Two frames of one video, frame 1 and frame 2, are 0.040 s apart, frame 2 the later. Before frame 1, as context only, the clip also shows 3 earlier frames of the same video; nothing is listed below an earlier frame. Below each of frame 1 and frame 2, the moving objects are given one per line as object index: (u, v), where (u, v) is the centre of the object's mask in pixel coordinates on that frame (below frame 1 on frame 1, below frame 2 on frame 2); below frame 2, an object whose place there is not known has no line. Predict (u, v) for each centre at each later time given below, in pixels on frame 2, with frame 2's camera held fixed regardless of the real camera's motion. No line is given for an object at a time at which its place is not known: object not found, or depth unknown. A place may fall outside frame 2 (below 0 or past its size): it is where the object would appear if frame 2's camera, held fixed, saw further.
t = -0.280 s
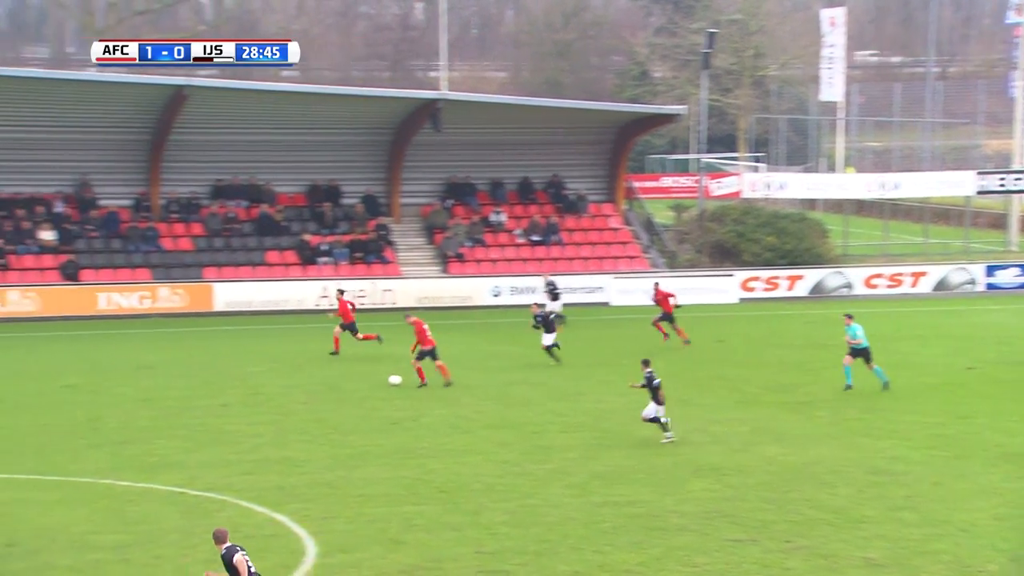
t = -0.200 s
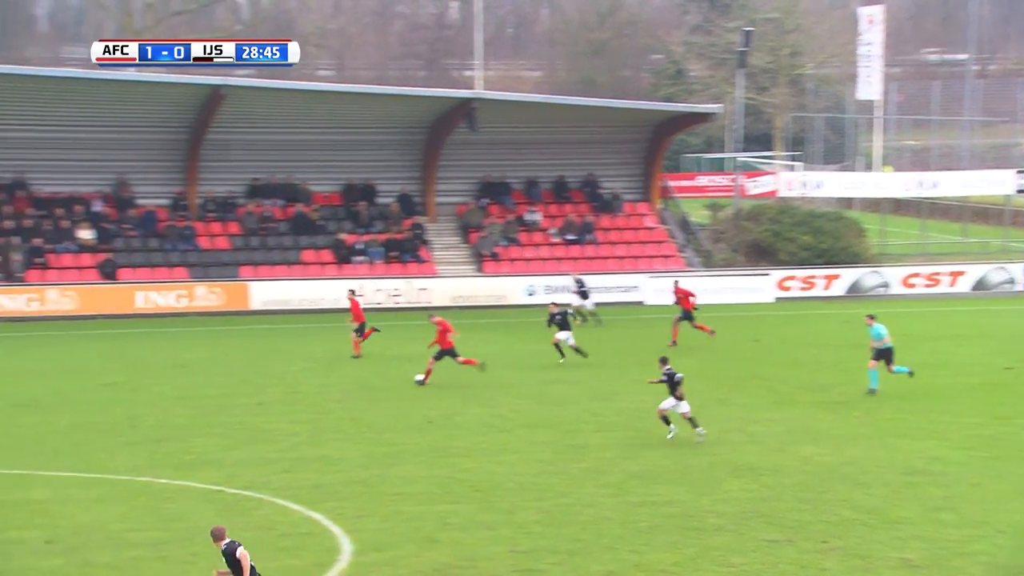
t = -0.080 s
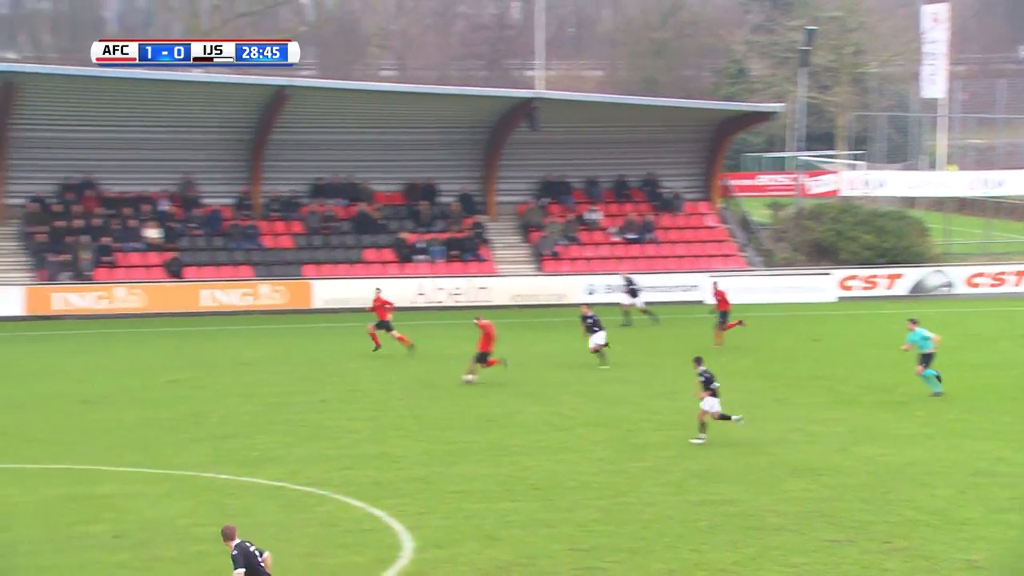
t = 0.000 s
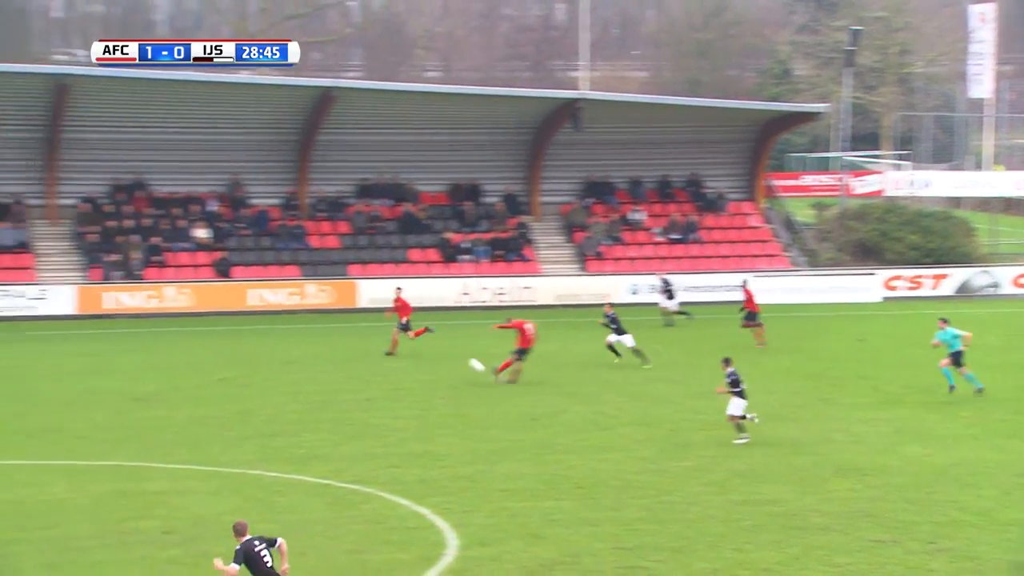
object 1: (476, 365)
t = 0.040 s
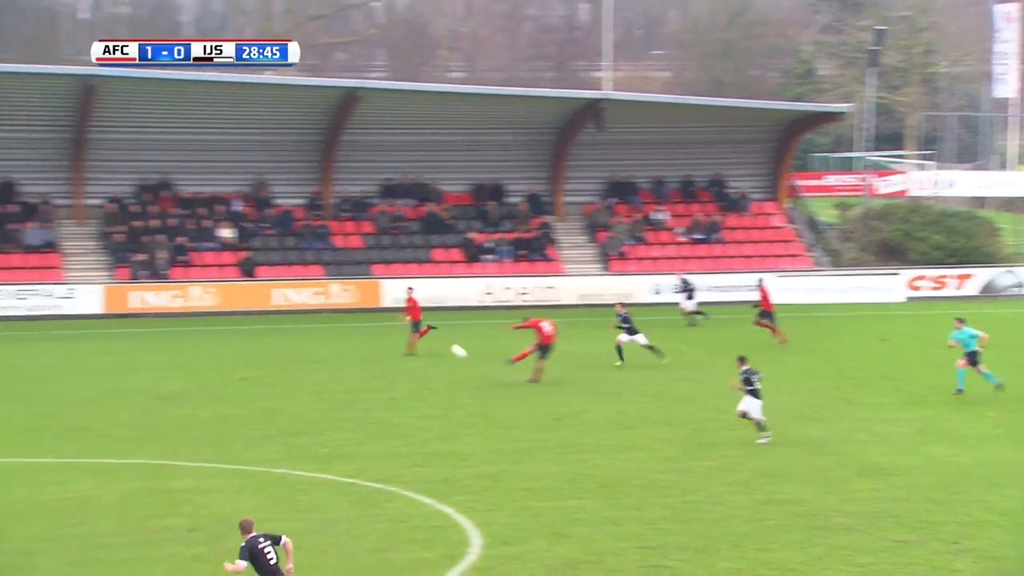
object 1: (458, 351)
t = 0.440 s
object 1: (52, 240)
